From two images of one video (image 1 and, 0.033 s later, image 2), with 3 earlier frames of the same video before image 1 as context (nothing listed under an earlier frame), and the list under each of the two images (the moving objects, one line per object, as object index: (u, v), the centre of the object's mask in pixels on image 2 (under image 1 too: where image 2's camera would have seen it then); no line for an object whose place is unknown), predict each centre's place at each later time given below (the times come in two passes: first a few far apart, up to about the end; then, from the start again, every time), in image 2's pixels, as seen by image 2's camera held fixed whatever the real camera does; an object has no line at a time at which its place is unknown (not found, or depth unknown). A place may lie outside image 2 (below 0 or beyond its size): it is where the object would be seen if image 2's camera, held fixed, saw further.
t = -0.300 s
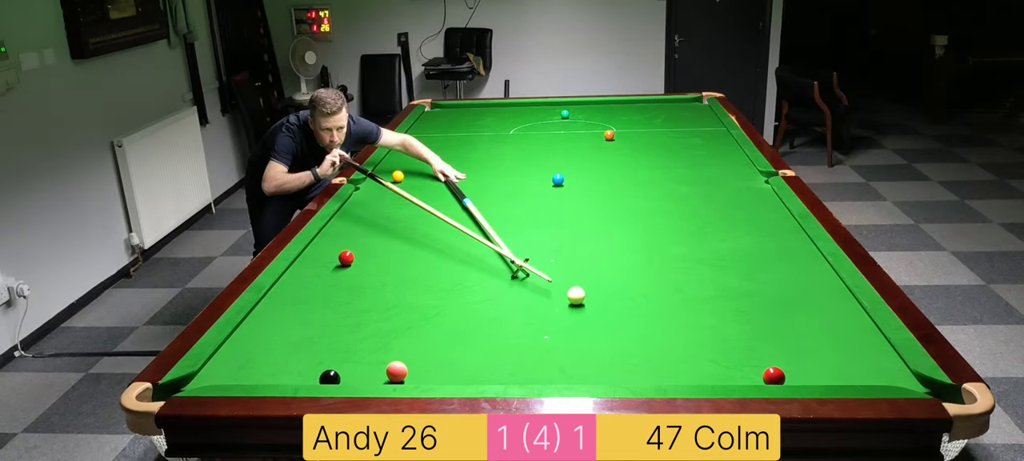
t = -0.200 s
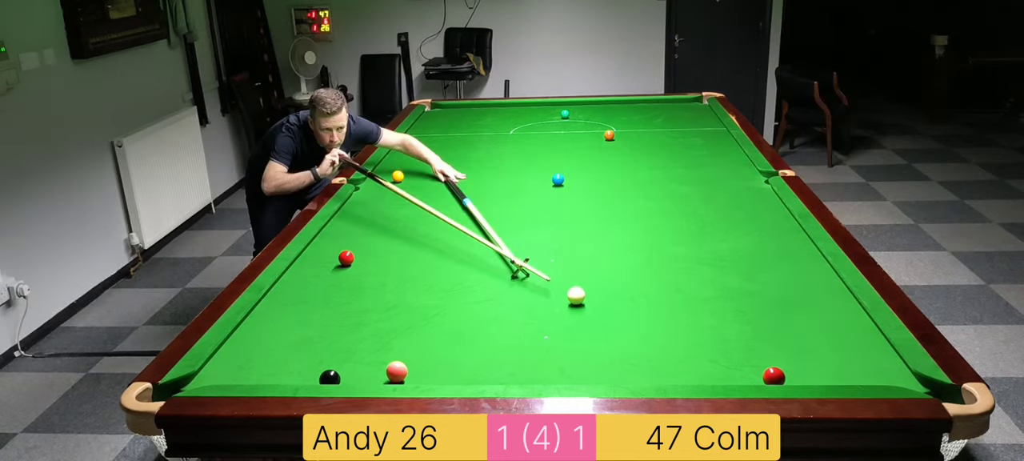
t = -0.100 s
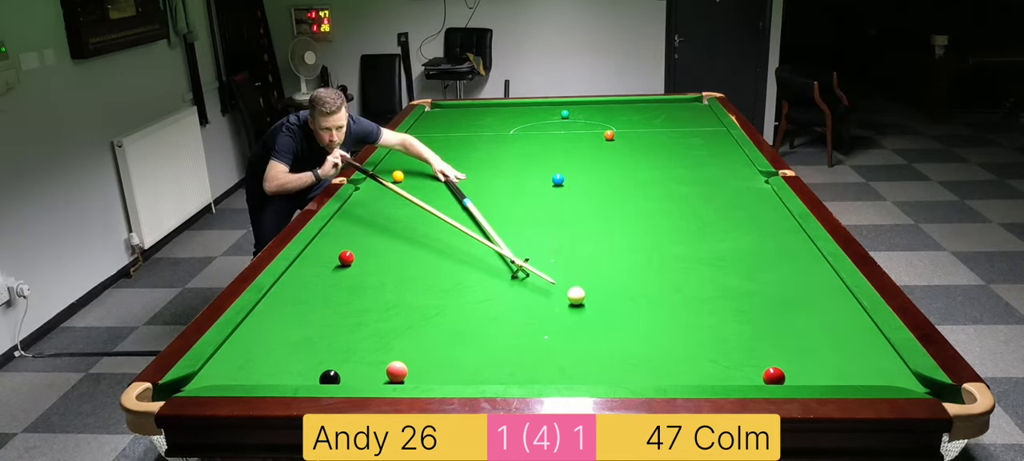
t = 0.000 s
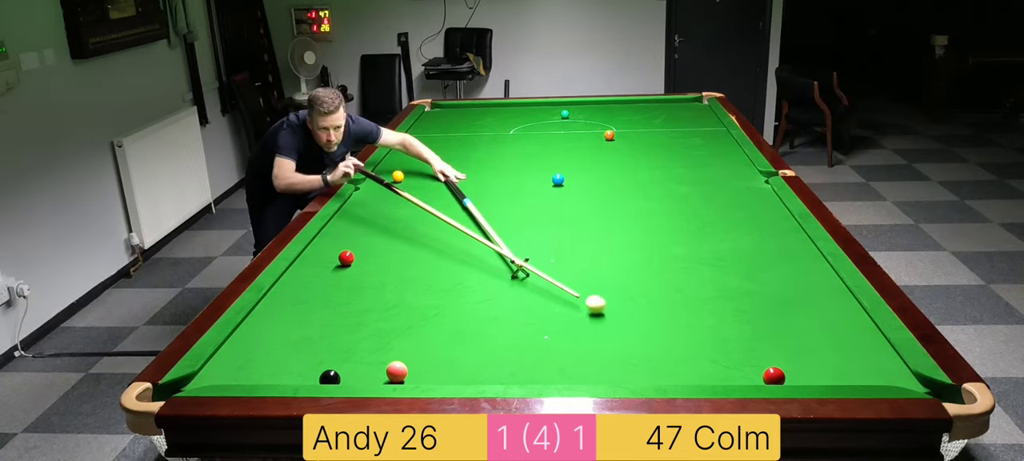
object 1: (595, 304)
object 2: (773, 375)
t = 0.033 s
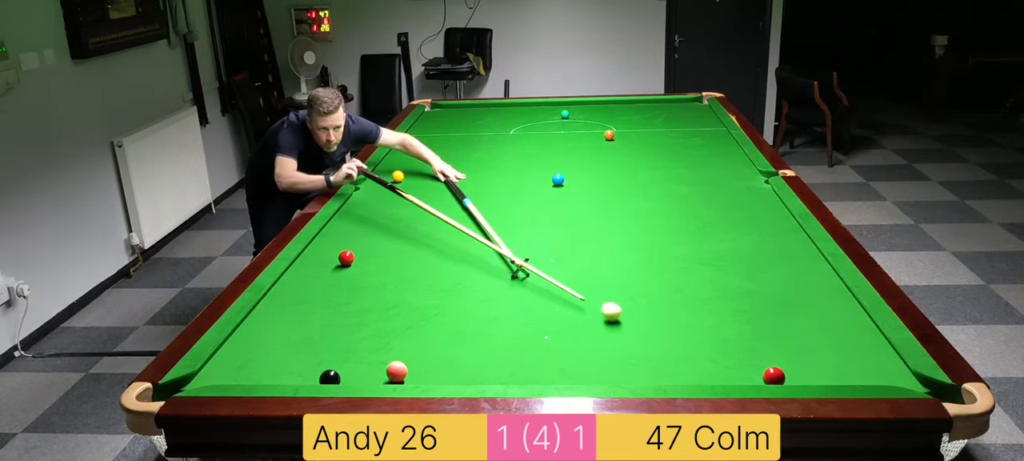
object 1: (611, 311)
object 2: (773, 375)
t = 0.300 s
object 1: (738, 371)
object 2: (773, 375)
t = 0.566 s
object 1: (743, 354)
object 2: (855, 378)
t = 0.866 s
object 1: (744, 324)
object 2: (940, 398)
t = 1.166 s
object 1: (745, 300)
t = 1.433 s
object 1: (746, 282)
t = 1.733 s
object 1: (746, 264)
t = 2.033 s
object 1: (746, 248)
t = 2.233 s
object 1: (746, 239)
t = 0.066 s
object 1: (626, 319)
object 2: (773, 375)
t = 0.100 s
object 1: (642, 326)
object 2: (773, 375)
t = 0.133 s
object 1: (658, 334)
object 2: (773, 375)
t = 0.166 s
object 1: (674, 341)
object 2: (773, 375)
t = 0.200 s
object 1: (690, 348)
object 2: (773, 375)
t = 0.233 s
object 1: (706, 356)
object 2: (773, 375)
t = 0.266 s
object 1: (721, 363)
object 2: (773, 375)
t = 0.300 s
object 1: (738, 371)
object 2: (773, 375)
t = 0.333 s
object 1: (751, 376)
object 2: (777, 375)
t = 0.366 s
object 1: (753, 379)
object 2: (790, 376)
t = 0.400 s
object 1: (750, 375)
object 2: (803, 376)
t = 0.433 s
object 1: (747, 371)
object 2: (815, 377)
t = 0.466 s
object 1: (745, 366)
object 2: (825, 377)
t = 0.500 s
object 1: (744, 361)
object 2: (835, 377)
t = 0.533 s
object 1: (743, 357)
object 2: (845, 378)
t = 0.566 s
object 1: (743, 354)
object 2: (855, 378)
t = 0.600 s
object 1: (743, 350)
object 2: (865, 378)
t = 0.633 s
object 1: (743, 347)
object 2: (875, 379)
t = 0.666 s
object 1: (744, 343)
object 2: (885, 379)
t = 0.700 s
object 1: (744, 340)
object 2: (895, 380)
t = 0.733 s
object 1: (744, 336)
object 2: (905, 381)
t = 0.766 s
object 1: (744, 334)
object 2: (915, 382)
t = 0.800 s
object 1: (744, 330)
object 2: (925, 385)
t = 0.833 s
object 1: (744, 327)
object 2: (933, 390)
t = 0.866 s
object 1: (744, 324)
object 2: (940, 398)
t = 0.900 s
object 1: (744, 322)
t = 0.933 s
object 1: (745, 318)
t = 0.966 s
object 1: (745, 316)
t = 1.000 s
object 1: (745, 313)
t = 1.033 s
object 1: (745, 310)
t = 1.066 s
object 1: (745, 308)
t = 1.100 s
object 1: (745, 305)
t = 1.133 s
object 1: (745, 303)
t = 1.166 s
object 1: (745, 300)
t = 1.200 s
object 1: (745, 297)
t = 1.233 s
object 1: (746, 295)
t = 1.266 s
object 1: (746, 293)
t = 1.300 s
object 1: (746, 291)
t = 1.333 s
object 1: (746, 288)
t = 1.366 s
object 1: (746, 286)
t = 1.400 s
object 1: (746, 284)
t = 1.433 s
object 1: (746, 282)
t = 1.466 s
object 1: (746, 279)
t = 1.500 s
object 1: (746, 278)
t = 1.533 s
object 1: (746, 275)
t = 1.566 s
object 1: (746, 273)
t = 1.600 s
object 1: (746, 271)
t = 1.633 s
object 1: (746, 269)
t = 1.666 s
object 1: (746, 267)
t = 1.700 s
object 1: (746, 265)
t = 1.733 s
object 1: (746, 264)
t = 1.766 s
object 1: (746, 262)
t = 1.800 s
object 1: (746, 260)
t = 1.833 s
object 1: (746, 258)
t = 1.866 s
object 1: (746, 257)
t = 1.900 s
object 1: (746, 255)
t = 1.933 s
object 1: (746, 253)
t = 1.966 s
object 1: (746, 252)
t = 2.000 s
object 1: (746, 250)
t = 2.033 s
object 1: (746, 248)
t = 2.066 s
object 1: (746, 247)
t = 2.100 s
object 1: (746, 245)
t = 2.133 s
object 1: (746, 243)
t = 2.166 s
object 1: (746, 242)
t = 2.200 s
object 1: (746, 240)
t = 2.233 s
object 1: (746, 239)
